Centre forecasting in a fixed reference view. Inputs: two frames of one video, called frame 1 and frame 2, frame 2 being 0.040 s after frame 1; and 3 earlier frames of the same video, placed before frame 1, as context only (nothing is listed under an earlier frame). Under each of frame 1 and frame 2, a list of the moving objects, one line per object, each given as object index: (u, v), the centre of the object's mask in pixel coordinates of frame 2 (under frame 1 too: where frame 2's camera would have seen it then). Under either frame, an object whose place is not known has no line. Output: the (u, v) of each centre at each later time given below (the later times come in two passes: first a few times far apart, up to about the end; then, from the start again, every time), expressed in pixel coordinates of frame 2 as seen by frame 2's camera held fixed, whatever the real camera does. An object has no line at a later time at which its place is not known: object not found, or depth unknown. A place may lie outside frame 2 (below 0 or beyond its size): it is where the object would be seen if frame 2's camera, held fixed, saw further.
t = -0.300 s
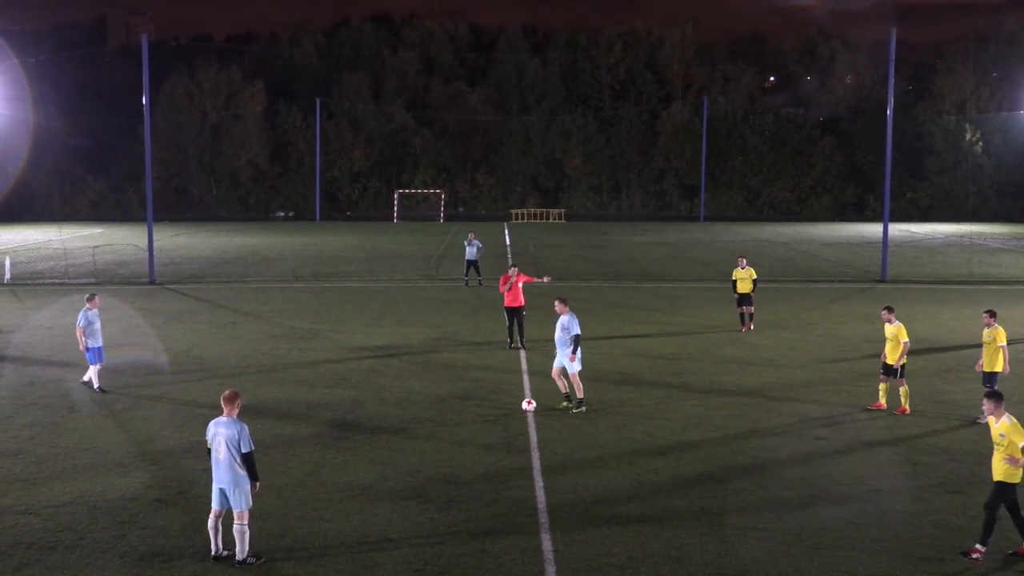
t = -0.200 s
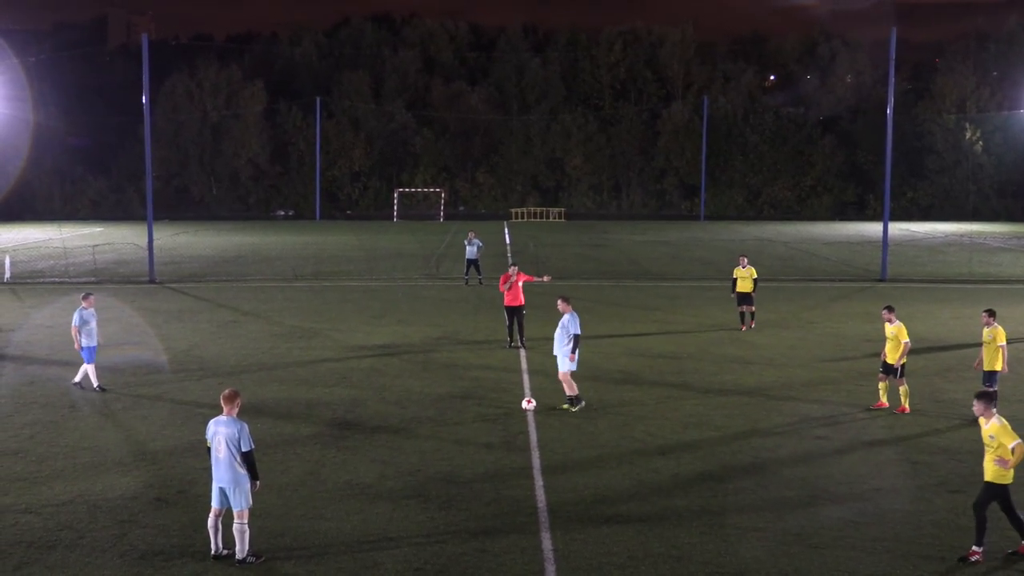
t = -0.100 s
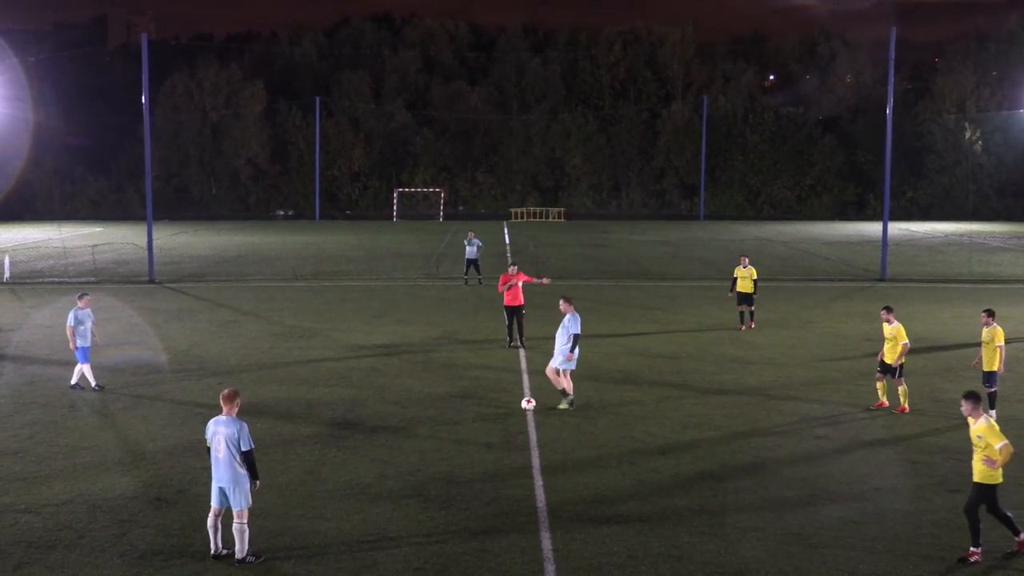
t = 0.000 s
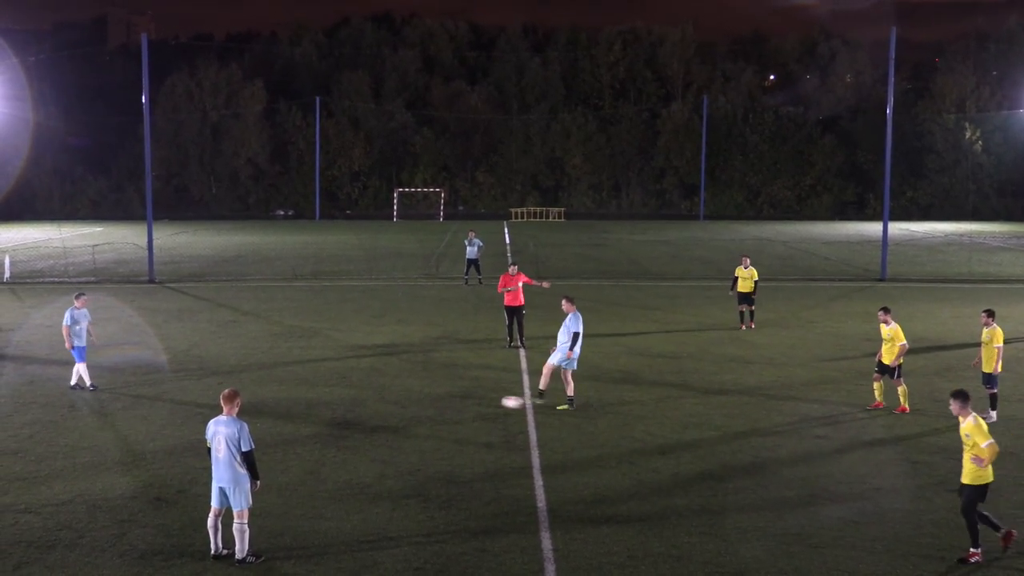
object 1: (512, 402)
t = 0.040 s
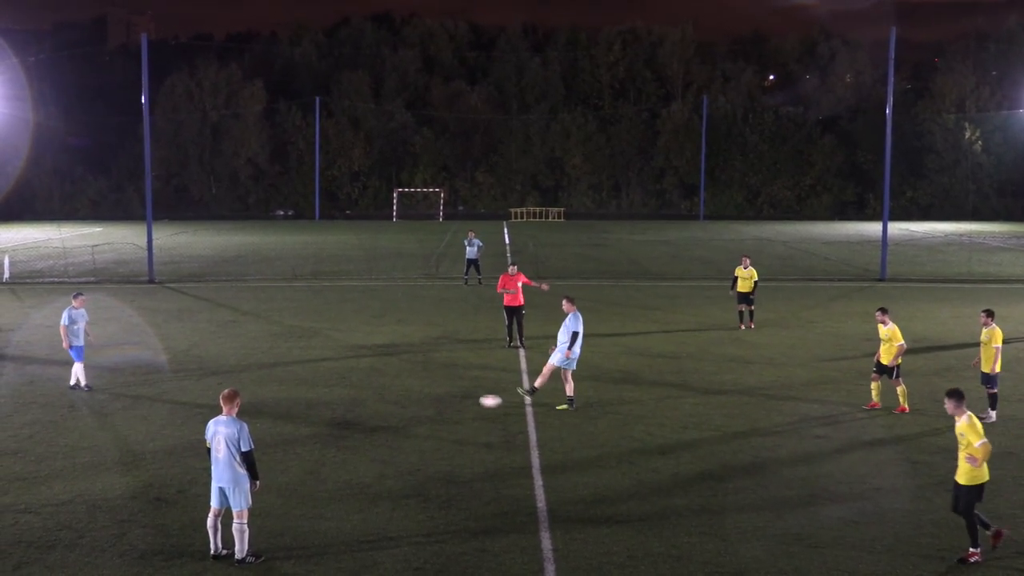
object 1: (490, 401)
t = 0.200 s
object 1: (409, 399)
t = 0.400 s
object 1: (322, 397)
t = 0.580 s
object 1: (256, 396)
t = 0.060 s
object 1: (479, 401)
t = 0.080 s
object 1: (469, 401)
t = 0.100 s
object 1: (458, 400)
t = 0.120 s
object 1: (448, 400)
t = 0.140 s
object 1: (438, 399)
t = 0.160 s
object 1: (429, 399)
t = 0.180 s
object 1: (419, 399)
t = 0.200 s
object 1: (409, 399)
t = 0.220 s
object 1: (400, 399)
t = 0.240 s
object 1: (391, 399)
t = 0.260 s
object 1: (382, 398)
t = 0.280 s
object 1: (373, 398)
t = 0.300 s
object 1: (365, 397)
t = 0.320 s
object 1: (356, 397)
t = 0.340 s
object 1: (347, 397)
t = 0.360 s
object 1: (338, 398)
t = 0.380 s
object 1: (330, 397)
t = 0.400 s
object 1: (322, 397)
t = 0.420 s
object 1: (315, 397)
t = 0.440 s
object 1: (307, 397)
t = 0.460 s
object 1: (299, 397)
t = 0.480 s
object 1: (292, 397)
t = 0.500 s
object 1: (284, 396)
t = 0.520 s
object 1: (277, 396)
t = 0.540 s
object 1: (270, 396)
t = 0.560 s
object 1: (263, 397)
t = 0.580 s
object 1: (256, 396)
